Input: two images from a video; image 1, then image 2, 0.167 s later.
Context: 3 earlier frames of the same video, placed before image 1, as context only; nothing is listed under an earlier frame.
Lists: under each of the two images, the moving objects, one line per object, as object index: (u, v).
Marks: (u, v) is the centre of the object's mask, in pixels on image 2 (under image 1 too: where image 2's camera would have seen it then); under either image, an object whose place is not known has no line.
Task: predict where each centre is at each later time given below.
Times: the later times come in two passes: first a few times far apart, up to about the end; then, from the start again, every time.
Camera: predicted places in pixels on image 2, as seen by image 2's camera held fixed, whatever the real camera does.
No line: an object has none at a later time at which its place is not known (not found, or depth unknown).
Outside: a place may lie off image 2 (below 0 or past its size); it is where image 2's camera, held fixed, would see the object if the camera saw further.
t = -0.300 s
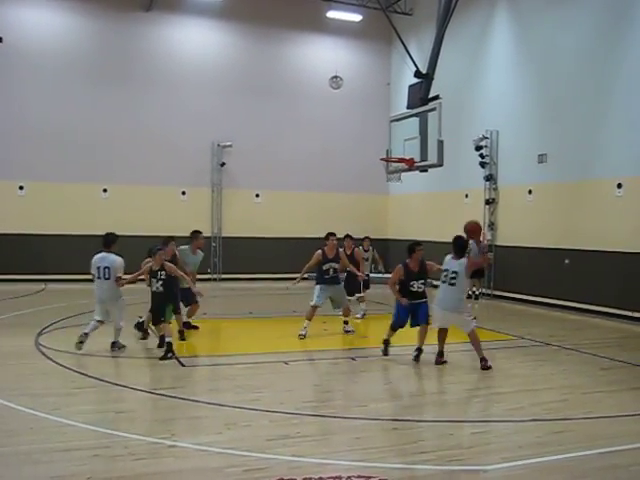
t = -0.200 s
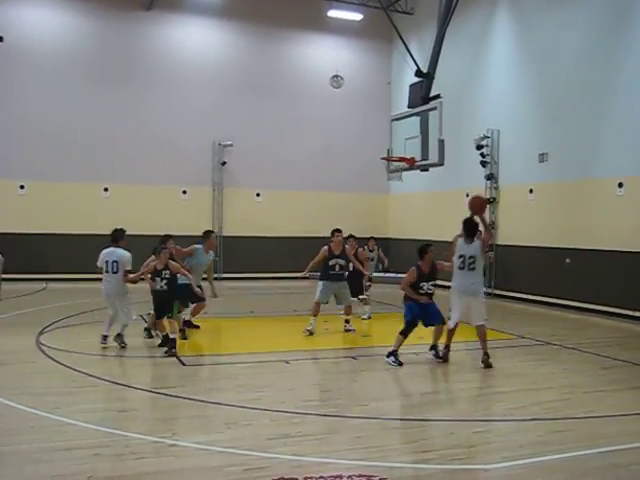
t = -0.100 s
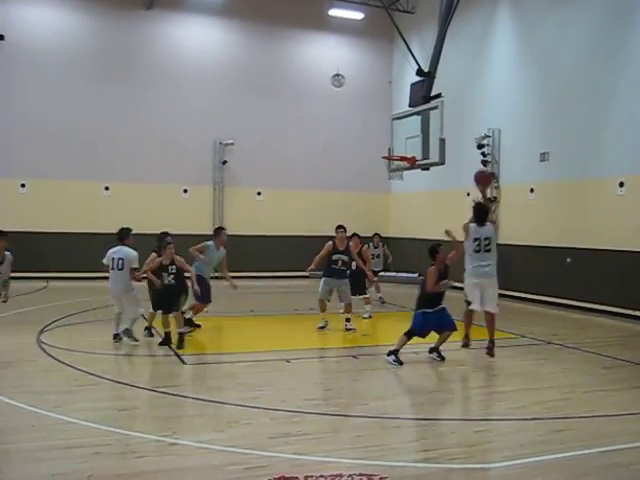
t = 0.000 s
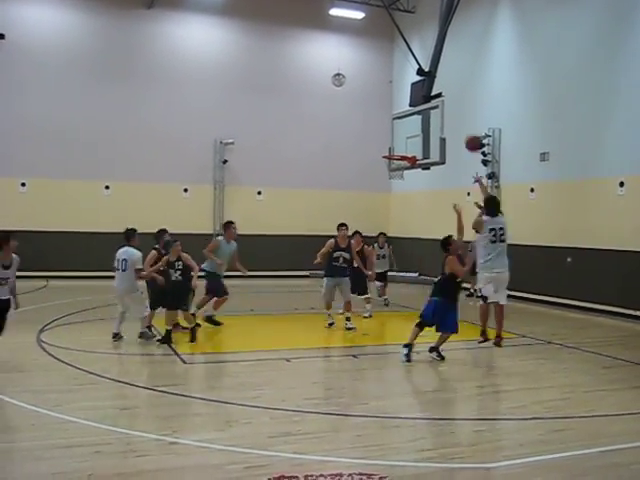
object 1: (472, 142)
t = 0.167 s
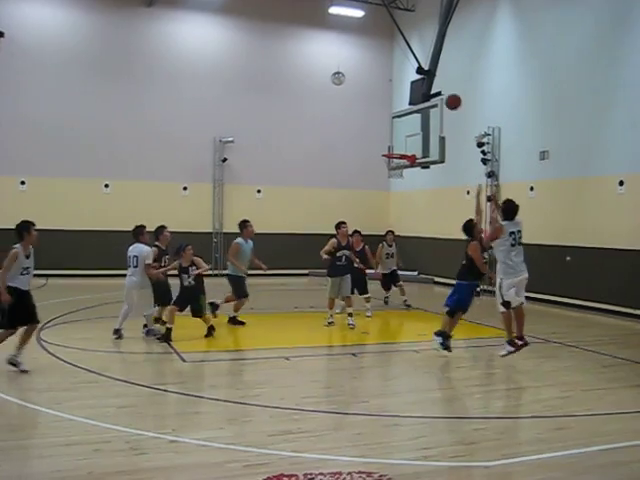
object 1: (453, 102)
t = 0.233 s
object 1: (445, 92)
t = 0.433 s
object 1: (425, 81)
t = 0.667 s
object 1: (405, 99)
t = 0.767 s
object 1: (396, 114)
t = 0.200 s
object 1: (449, 96)
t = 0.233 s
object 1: (445, 92)
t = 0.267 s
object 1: (442, 88)
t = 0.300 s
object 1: (438, 85)
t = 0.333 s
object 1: (435, 84)
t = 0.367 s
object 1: (431, 82)
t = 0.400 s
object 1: (428, 81)
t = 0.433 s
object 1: (425, 81)
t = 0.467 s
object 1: (423, 82)
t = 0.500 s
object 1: (418, 84)
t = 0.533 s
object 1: (416, 85)
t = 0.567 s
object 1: (414, 87)
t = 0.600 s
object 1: (409, 90)
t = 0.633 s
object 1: (406, 94)
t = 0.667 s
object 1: (405, 99)
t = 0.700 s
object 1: (402, 103)
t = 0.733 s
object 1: (399, 109)
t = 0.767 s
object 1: (396, 114)
